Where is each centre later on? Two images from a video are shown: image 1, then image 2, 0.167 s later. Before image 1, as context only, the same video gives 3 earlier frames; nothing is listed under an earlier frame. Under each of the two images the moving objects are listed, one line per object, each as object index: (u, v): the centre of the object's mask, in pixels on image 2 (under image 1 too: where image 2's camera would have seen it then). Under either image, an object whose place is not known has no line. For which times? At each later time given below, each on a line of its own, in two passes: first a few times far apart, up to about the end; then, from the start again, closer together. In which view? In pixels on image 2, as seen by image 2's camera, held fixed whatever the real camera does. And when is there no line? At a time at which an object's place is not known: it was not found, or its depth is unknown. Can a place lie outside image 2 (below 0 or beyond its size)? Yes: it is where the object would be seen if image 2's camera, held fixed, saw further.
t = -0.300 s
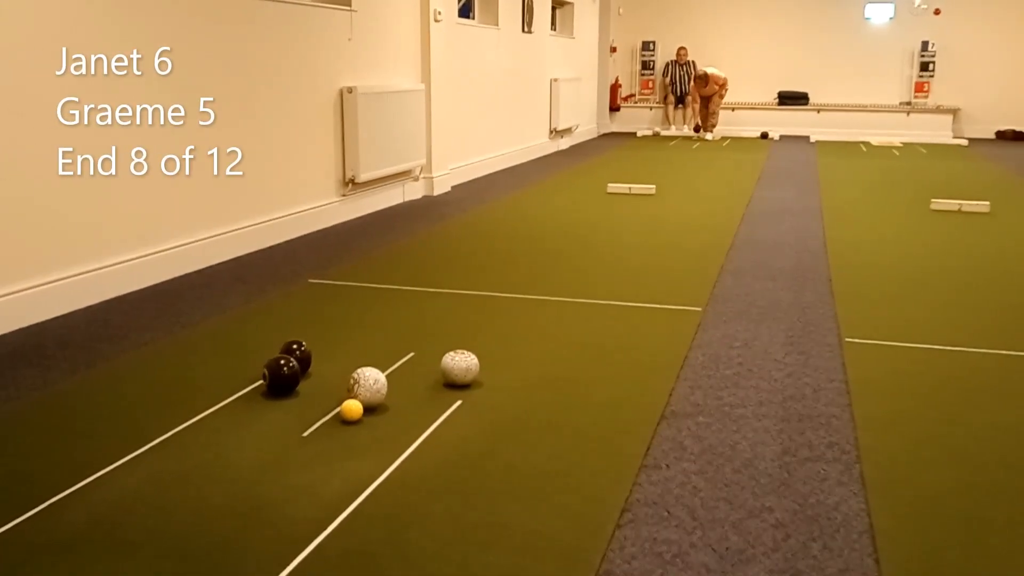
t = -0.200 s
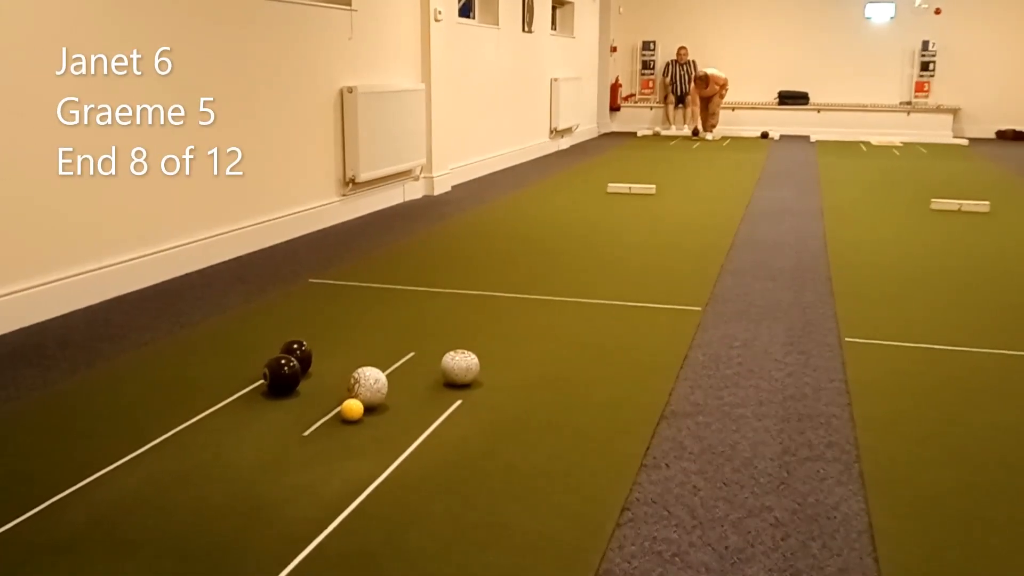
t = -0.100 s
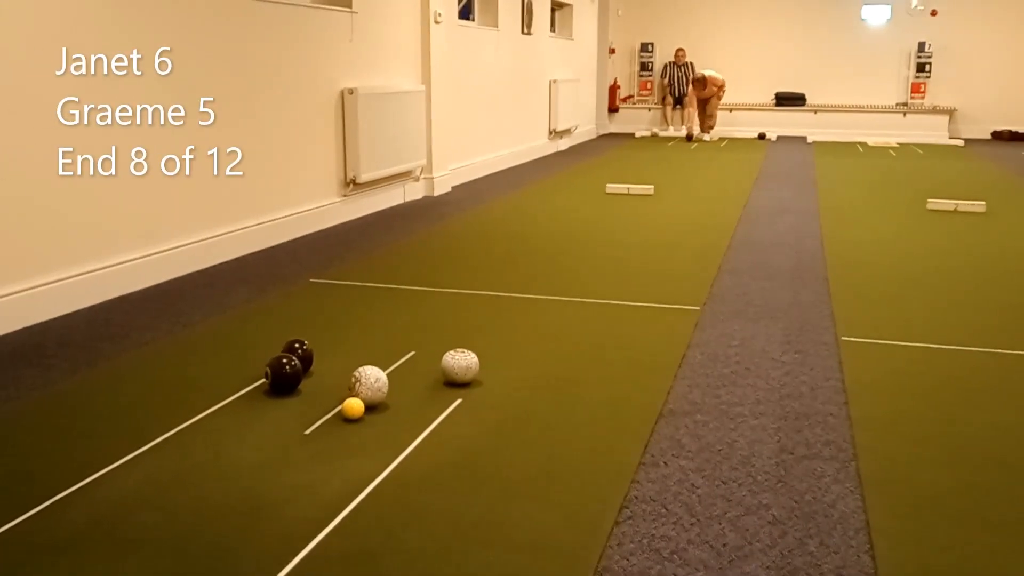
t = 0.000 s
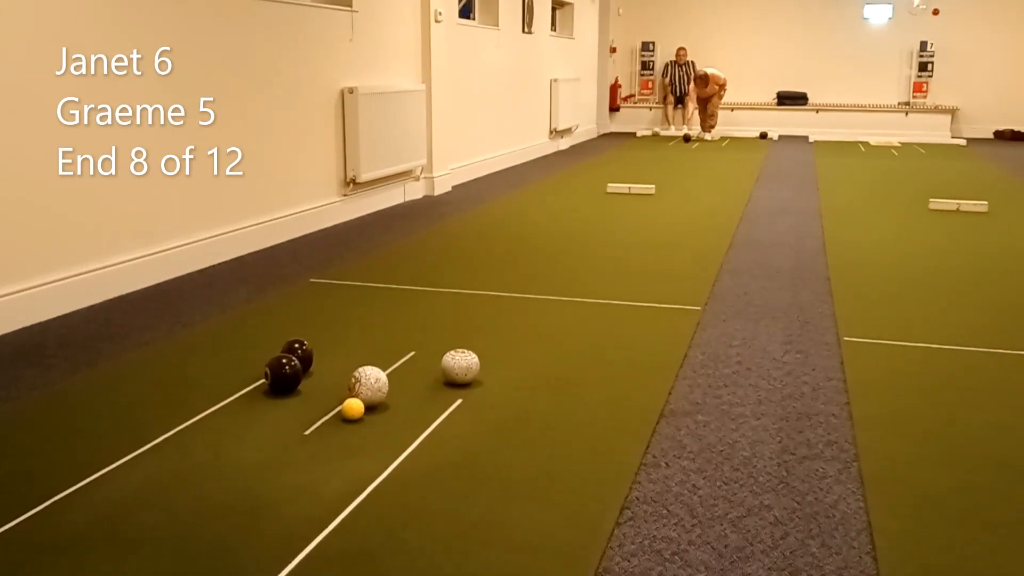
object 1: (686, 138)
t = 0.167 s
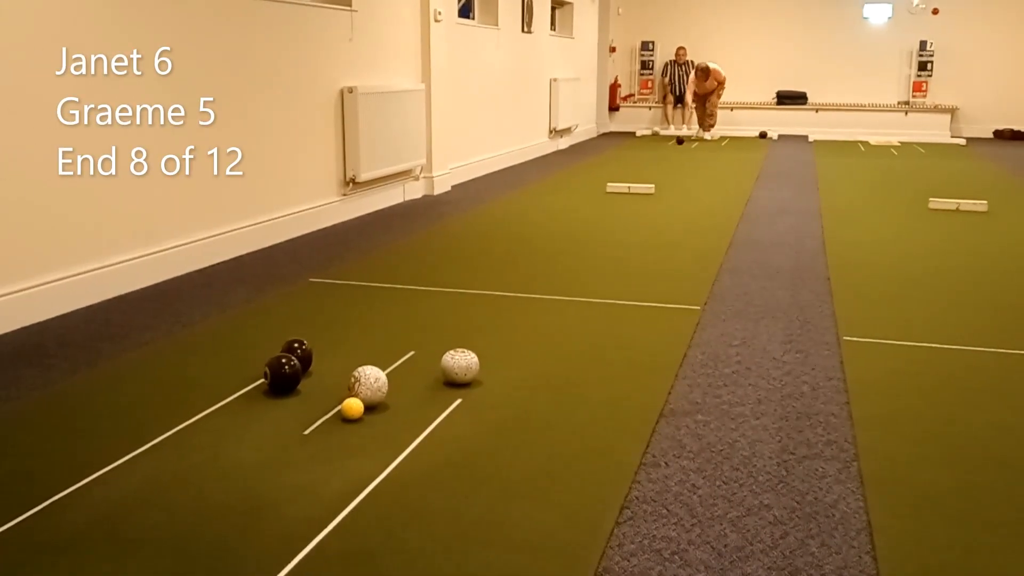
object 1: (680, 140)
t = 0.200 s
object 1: (678, 141)
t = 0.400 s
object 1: (671, 144)
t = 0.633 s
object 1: (662, 147)
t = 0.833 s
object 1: (656, 149)
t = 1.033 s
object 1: (647, 152)
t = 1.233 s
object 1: (636, 156)
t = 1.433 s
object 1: (626, 159)
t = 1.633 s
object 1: (616, 163)
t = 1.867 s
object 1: (605, 167)
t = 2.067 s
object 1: (594, 171)
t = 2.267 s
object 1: (582, 175)
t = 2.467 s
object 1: (571, 179)
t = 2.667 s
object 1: (559, 184)
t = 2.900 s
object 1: (545, 189)
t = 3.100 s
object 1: (532, 193)
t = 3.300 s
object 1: (522, 198)
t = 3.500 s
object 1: (508, 203)
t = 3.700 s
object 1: (495, 209)
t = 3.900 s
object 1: (481, 215)
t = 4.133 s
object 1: (465, 222)
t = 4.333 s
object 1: (451, 229)
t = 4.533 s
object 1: (436, 235)
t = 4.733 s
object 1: (421, 243)
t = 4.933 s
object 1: (405, 250)
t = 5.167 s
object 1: (388, 260)
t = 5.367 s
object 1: (374, 268)
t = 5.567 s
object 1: (359, 277)
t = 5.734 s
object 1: (348, 284)
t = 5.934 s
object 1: (334, 294)
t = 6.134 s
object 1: (320, 304)
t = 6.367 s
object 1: (305, 315)
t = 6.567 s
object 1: (291, 324)
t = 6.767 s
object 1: (278, 334)
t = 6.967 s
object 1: (268, 344)
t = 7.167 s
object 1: (259, 355)
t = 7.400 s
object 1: (250, 368)
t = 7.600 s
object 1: (240, 378)
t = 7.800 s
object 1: (230, 386)
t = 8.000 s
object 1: (223, 395)
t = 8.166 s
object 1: (218, 401)
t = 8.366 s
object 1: (214, 408)
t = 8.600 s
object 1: (209, 414)
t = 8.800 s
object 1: (206, 417)
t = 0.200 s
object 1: (678, 141)
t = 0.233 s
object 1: (677, 141)
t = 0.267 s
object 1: (676, 142)
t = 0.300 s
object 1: (675, 142)
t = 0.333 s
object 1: (674, 143)
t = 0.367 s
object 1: (672, 143)
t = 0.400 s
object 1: (671, 144)
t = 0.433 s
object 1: (670, 144)
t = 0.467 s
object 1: (669, 145)
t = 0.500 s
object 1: (668, 145)
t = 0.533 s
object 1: (666, 146)
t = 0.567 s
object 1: (665, 146)
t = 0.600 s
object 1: (664, 147)
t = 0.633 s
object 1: (662, 147)
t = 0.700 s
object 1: (661, 148)
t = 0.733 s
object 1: (660, 148)
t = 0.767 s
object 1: (659, 148)
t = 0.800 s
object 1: (658, 149)
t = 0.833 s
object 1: (656, 149)
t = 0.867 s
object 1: (655, 150)
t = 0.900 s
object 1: (653, 150)
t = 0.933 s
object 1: (652, 150)
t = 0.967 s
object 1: (650, 151)
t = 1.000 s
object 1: (648, 152)
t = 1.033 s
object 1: (647, 152)
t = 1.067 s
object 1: (645, 153)
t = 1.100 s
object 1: (643, 154)
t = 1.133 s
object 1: (641, 154)
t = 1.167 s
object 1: (640, 155)
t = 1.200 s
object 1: (638, 155)
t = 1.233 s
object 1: (636, 156)
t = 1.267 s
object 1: (635, 156)
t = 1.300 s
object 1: (634, 157)
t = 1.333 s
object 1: (632, 158)
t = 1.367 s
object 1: (630, 158)
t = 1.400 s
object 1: (628, 159)
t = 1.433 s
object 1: (626, 159)
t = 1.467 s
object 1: (625, 160)
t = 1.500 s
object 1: (623, 160)
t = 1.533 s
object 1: (622, 161)
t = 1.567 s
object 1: (620, 162)
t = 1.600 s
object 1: (618, 162)
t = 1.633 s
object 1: (616, 163)
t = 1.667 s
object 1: (615, 163)
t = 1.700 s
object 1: (613, 164)
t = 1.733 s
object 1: (612, 165)
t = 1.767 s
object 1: (610, 165)
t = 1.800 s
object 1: (608, 166)
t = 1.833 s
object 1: (606, 166)
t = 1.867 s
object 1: (605, 167)
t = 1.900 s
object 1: (603, 167)
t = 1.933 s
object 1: (601, 168)
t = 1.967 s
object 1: (599, 169)
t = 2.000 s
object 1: (597, 170)
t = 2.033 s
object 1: (595, 171)
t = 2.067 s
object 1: (594, 171)
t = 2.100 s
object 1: (592, 172)
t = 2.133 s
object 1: (590, 172)
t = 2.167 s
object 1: (588, 173)
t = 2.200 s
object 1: (587, 174)
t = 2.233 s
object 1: (584, 174)
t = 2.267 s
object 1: (582, 175)
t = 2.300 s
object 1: (580, 176)
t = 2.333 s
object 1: (579, 176)
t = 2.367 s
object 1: (577, 177)
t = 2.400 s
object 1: (575, 178)
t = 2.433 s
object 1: (573, 178)
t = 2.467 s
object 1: (571, 179)
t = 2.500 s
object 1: (569, 180)
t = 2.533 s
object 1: (567, 180)
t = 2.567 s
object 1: (565, 181)
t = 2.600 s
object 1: (563, 182)
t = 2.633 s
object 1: (561, 183)
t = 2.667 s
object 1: (559, 184)
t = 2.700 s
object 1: (557, 184)
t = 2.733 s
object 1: (555, 185)
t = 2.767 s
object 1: (553, 186)
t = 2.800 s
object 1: (551, 186)
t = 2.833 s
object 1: (549, 187)
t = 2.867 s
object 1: (547, 188)
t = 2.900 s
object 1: (545, 189)
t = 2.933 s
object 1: (542, 189)
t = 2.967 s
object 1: (540, 190)
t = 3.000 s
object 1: (538, 190)
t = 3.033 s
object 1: (536, 191)
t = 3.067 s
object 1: (534, 192)
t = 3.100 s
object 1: (532, 193)
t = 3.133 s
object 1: (530, 194)
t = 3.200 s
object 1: (528, 195)
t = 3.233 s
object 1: (526, 196)
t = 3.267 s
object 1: (524, 197)
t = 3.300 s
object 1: (522, 198)
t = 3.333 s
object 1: (520, 198)
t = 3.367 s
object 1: (517, 199)
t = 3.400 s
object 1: (515, 200)
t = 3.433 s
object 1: (513, 201)
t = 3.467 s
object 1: (511, 202)
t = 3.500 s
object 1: (508, 203)
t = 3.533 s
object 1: (506, 204)
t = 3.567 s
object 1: (504, 204)
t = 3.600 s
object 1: (502, 206)
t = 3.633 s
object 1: (500, 207)
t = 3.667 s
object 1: (497, 208)
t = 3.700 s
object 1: (495, 209)
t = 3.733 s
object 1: (492, 210)
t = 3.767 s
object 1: (490, 211)
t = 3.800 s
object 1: (488, 212)
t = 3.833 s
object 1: (486, 212)
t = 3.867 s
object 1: (484, 214)
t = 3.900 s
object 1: (481, 215)
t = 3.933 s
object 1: (479, 216)
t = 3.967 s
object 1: (476, 217)
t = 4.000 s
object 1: (474, 218)
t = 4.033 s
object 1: (472, 219)
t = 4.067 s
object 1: (469, 220)
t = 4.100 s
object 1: (467, 221)
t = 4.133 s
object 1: (465, 222)
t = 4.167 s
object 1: (462, 223)
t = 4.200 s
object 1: (460, 224)
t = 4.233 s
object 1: (457, 225)
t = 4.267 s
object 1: (455, 227)
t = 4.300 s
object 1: (453, 228)
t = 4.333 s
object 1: (451, 229)
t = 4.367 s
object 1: (448, 230)
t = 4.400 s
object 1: (446, 231)
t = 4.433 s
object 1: (443, 232)
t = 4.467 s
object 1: (441, 233)
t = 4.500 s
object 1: (438, 234)
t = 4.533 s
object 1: (436, 235)
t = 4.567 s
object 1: (433, 237)
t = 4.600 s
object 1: (431, 238)
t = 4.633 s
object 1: (428, 239)
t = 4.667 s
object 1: (426, 240)
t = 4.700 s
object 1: (423, 241)
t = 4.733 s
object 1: (421, 243)
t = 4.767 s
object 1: (418, 244)
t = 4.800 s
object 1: (416, 245)
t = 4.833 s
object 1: (413, 246)
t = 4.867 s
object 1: (411, 248)
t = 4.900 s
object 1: (408, 249)
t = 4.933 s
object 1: (405, 250)
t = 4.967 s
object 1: (403, 251)
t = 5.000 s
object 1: (401, 253)
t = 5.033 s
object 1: (398, 254)
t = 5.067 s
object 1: (395, 255)
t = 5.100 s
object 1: (393, 257)
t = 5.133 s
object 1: (391, 258)
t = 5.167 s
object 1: (388, 260)
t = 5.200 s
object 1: (386, 261)
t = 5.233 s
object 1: (383, 262)
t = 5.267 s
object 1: (381, 264)
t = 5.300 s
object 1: (379, 265)
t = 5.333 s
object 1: (376, 267)
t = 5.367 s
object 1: (374, 268)
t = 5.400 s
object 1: (371, 269)
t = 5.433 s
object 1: (369, 271)
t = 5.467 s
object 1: (367, 272)
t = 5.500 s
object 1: (364, 274)
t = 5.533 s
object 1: (362, 276)
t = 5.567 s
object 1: (359, 277)
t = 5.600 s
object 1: (357, 279)
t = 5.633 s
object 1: (355, 280)
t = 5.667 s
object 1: (353, 281)
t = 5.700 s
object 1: (350, 283)
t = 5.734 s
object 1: (348, 284)
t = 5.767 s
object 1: (345, 286)
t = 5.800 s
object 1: (343, 288)
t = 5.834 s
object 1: (341, 289)
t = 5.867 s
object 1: (338, 291)
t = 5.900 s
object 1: (336, 292)
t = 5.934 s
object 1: (334, 294)
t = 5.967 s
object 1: (332, 296)
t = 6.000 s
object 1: (329, 297)
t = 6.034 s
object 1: (327, 299)
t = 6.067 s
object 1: (325, 301)
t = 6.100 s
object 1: (322, 302)
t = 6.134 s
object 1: (320, 304)
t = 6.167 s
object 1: (318, 305)
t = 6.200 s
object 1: (316, 307)
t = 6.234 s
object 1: (313, 308)
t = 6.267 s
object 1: (311, 310)
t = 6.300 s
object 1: (309, 312)
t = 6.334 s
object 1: (307, 313)
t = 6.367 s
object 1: (305, 315)
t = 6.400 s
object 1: (302, 317)
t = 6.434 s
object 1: (299, 319)
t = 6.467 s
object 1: (297, 320)
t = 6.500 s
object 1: (295, 322)
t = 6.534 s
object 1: (293, 323)
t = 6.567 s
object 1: (291, 324)
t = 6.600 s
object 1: (289, 326)
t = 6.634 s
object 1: (286, 327)
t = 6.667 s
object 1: (284, 329)
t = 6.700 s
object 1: (282, 330)
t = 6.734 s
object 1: (280, 332)
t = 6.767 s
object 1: (278, 334)
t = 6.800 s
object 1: (276, 336)
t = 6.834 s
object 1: (274, 337)
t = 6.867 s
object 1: (272, 339)
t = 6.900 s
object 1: (270, 341)
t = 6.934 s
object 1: (269, 343)
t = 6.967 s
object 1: (268, 344)
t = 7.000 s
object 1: (266, 346)
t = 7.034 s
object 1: (264, 348)
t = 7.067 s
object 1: (263, 349)
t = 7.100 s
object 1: (262, 351)
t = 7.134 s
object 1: (261, 353)
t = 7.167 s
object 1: (259, 355)
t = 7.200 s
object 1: (258, 357)
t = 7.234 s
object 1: (256, 359)
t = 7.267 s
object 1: (255, 361)
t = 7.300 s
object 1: (253, 362)
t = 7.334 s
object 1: (252, 365)
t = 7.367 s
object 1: (251, 366)
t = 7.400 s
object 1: (250, 368)
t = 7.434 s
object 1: (249, 370)
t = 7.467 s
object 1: (248, 372)
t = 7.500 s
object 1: (246, 373)
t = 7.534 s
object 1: (244, 374)
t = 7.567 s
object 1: (242, 376)
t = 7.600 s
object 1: (240, 378)
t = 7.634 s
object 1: (238, 380)
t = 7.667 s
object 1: (236, 381)
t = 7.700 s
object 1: (235, 382)
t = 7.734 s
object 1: (234, 383)
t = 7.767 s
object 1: (233, 385)
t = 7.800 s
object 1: (230, 386)
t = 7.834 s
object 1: (229, 388)
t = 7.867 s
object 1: (228, 389)
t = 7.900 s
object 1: (227, 391)
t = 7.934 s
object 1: (225, 392)
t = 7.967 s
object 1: (224, 394)
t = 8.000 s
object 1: (223, 395)
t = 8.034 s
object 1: (222, 396)
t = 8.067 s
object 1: (221, 398)
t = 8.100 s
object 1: (220, 399)
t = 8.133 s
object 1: (219, 400)
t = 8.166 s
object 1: (218, 401)
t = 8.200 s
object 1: (218, 402)
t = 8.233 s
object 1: (217, 403)
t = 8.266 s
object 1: (216, 404)
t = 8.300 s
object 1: (215, 405)
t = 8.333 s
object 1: (214, 407)
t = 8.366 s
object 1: (214, 408)
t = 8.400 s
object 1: (213, 409)
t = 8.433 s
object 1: (212, 409)
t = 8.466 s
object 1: (212, 410)
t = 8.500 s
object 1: (211, 411)
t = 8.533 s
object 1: (210, 412)
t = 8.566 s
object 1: (209, 413)
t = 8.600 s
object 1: (209, 414)
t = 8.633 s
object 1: (208, 414)
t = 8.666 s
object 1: (208, 415)
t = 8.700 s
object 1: (207, 416)
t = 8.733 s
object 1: (207, 416)
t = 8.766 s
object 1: (206, 417)
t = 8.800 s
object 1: (206, 417)
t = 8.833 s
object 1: (206, 418)
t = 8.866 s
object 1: (205, 418)
